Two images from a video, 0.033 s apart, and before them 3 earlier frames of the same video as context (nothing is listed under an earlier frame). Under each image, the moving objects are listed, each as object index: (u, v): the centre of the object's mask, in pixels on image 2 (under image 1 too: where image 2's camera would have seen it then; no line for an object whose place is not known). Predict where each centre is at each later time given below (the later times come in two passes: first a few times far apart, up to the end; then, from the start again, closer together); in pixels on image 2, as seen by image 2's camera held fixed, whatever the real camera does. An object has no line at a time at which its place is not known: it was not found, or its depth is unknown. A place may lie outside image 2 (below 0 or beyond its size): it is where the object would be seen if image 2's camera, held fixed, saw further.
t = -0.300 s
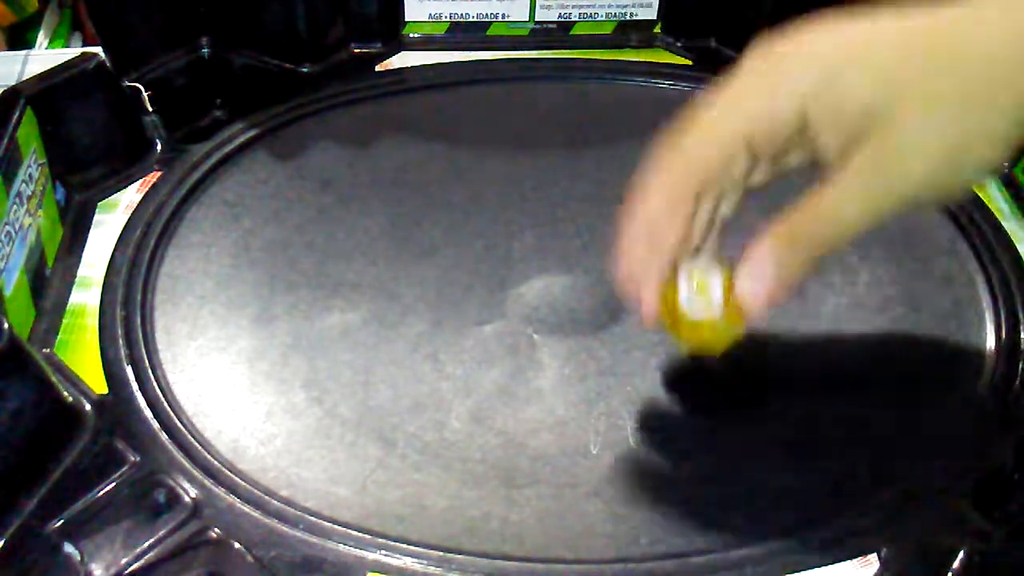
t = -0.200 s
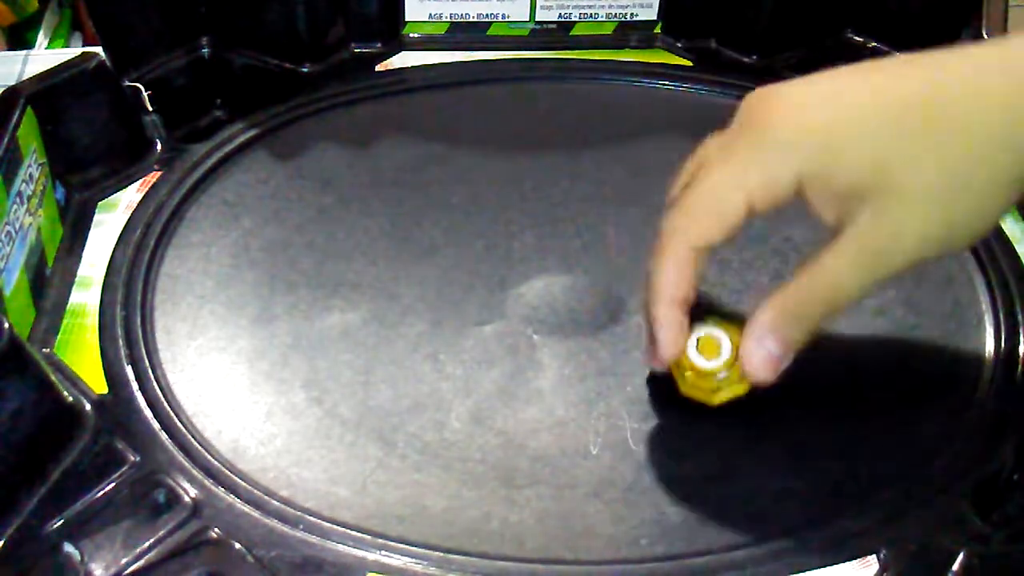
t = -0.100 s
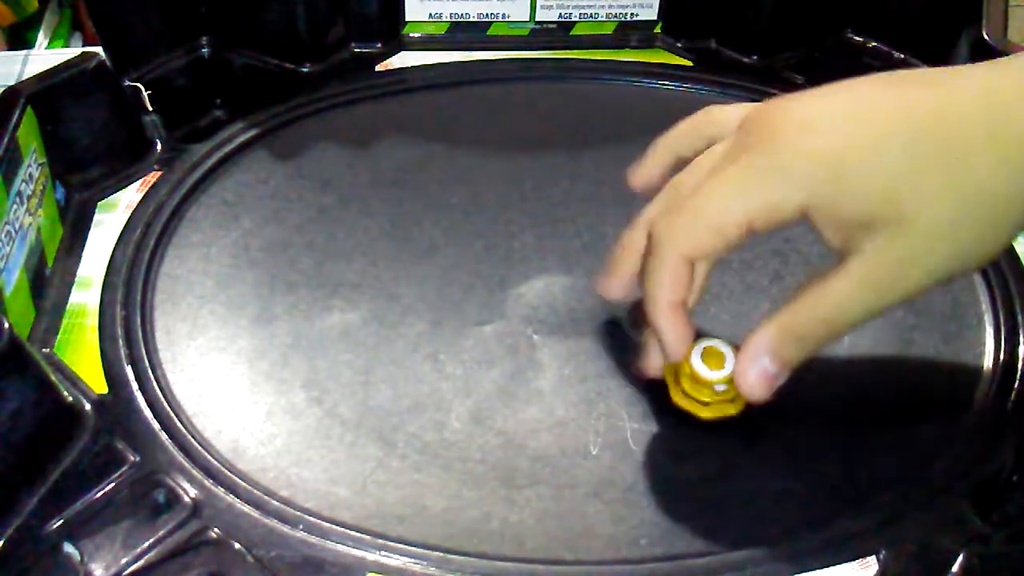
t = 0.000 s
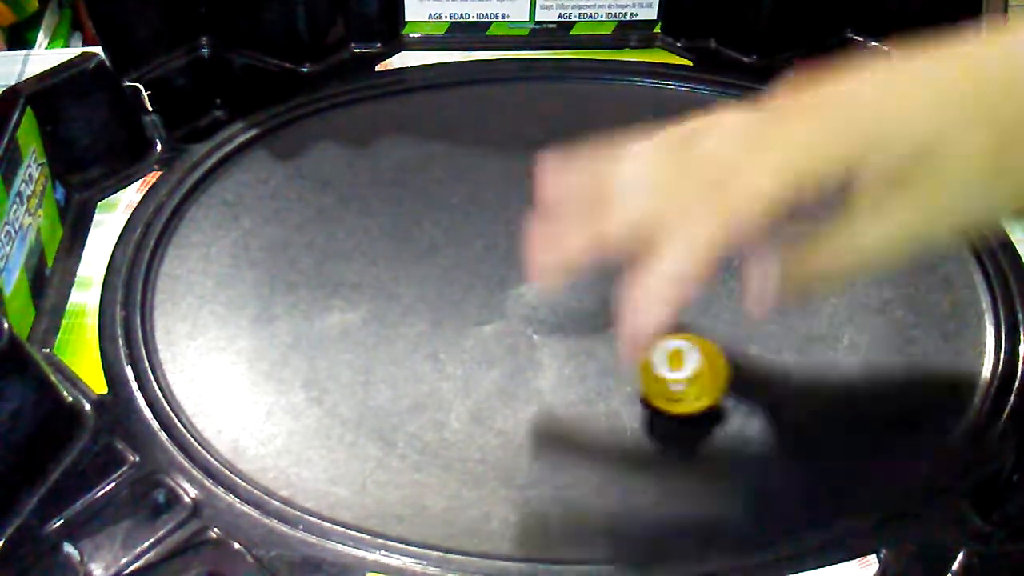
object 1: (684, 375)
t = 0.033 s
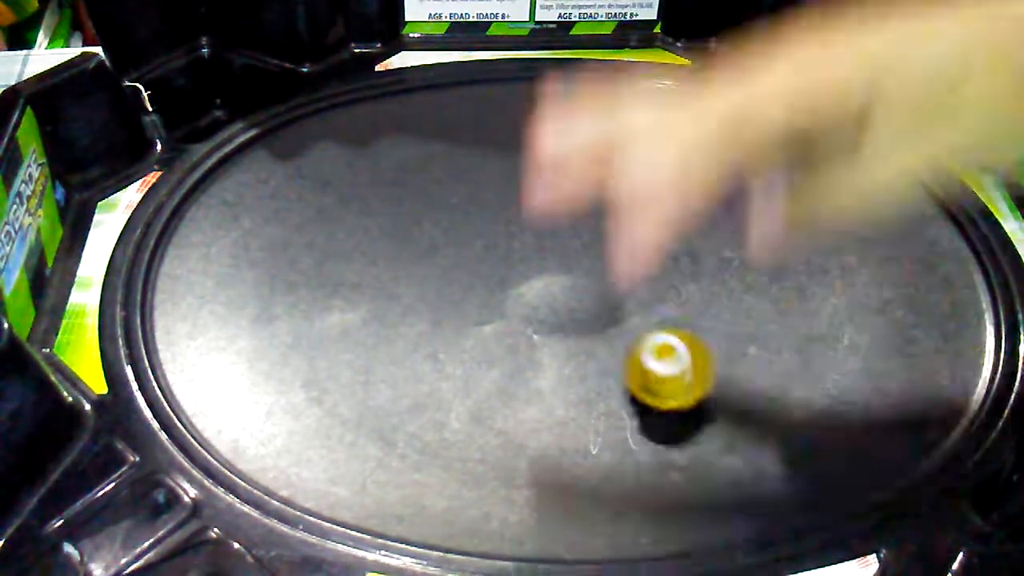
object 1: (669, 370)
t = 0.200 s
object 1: (612, 326)
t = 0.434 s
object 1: (628, 283)
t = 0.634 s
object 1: (643, 284)
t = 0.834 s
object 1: (623, 288)
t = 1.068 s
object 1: (595, 295)
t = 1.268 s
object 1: (569, 301)
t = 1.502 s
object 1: (551, 299)
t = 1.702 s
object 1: (554, 300)
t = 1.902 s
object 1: (553, 300)
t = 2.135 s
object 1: (553, 300)
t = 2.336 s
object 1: (553, 300)
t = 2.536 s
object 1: (553, 300)
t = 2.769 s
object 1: (553, 300)
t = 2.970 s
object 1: (553, 300)
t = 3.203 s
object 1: (553, 300)
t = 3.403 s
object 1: (553, 300)
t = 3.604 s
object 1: (553, 300)
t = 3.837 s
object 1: (553, 300)
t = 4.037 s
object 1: (553, 300)
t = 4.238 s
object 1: (553, 300)
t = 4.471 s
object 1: (554, 300)
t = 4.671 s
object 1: (553, 300)
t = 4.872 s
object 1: (553, 300)
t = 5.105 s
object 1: (553, 300)
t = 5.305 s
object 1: (554, 300)
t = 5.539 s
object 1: (554, 300)
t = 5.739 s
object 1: (553, 300)
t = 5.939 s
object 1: (553, 300)
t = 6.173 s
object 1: (553, 300)
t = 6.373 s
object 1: (553, 300)
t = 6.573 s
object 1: (553, 300)
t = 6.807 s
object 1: (553, 300)
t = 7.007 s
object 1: (553, 300)
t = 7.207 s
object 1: (553, 300)
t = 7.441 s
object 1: (553, 300)
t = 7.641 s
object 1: (553, 300)
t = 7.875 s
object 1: (553, 300)
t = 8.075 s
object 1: (553, 300)
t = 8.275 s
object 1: (553, 300)
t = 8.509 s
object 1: (554, 300)
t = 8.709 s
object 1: (554, 300)
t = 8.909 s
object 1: (553, 300)
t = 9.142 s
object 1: (553, 300)
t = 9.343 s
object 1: (553, 300)
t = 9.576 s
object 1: (554, 300)
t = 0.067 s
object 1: (656, 362)
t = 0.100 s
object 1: (641, 354)
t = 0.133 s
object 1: (630, 345)
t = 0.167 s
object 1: (620, 336)
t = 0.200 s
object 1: (612, 326)
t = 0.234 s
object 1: (607, 316)
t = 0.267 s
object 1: (606, 306)
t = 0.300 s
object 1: (608, 298)
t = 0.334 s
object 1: (612, 291)
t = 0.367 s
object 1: (618, 287)
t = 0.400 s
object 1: (623, 285)
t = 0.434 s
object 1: (628, 283)
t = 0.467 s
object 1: (633, 281)
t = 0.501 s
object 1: (636, 280)
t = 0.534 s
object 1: (638, 280)
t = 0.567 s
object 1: (641, 281)
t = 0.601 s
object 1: (643, 282)
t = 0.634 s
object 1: (643, 284)
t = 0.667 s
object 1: (640, 286)
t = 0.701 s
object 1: (637, 286)
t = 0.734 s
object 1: (634, 286)
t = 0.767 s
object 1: (631, 287)
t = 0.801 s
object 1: (627, 287)
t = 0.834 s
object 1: (623, 288)
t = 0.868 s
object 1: (619, 289)
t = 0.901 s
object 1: (615, 289)
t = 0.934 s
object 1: (611, 290)
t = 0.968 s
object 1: (607, 291)
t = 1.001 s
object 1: (603, 292)
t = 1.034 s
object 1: (599, 294)
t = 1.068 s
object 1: (595, 295)
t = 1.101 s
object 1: (591, 296)
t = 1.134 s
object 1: (587, 298)
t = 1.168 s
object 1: (583, 299)
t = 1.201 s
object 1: (578, 300)
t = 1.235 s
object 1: (573, 301)
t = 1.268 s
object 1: (569, 301)
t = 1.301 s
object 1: (564, 301)
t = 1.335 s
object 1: (560, 300)
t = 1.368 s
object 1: (557, 300)
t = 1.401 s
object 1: (553, 300)
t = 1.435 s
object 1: (552, 299)
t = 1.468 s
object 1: (551, 299)
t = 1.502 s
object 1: (551, 299)
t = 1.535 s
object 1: (552, 299)
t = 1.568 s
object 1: (554, 299)
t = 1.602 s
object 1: (555, 299)
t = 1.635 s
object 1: (553, 300)
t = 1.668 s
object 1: (553, 300)
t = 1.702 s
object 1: (554, 300)
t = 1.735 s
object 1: (554, 300)
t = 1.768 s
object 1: (553, 300)
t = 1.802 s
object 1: (553, 300)
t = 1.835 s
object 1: (553, 300)
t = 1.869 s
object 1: (553, 300)
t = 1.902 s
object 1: (553, 300)
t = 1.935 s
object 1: (553, 300)
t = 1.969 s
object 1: (553, 300)
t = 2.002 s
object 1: (553, 300)
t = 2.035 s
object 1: (553, 300)
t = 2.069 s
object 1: (553, 300)
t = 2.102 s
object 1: (553, 300)
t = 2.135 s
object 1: (553, 300)
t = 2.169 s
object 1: (553, 300)
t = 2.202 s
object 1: (553, 300)
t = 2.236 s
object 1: (553, 300)
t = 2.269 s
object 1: (553, 300)
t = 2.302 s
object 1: (553, 300)
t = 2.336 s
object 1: (553, 300)
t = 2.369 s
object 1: (553, 300)
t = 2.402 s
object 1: (553, 300)
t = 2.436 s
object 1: (553, 300)
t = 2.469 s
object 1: (553, 300)
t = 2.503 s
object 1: (553, 300)
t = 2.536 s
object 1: (553, 300)
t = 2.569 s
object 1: (553, 300)
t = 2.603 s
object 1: (553, 300)
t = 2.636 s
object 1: (553, 300)
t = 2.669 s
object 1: (553, 300)
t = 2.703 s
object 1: (553, 300)
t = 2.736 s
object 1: (553, 300)
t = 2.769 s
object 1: (553, 300)
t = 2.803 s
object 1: (553, 300)
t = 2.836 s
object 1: (553, 300)
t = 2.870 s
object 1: (553, 300)
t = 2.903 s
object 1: (553, 300)
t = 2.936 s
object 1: (553, 300)
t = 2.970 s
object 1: (553, 300)
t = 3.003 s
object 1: (553, 300)
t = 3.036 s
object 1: (553, 300)
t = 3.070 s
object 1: (553, 300)
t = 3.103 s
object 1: (553, 300)
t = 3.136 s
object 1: (553, 300)
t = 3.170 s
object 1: (553, 300)
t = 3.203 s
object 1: (553, 300)
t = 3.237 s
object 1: (553, 300)
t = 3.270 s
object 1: (553, 300)
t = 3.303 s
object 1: (553, 300)
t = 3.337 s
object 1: (553, 300)
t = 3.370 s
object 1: (553, 300)
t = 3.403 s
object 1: (553, 300)
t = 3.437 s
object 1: (554, 300)
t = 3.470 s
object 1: (553, 300)
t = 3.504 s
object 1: (553, 300)
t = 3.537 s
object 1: (553, 300)
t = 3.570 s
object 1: (553, 300)
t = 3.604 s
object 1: (553, 300)
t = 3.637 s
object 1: (553, 300)
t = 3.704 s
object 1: (553, 300)
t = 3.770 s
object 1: (553, 300)
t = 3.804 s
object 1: (553, 300)
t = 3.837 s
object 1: (553, 300)
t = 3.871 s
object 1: (553, 300)
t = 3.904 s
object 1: (553, 300)
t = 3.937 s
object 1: (553, 300)
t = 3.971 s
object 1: (553, 300)
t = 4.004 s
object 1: (553, 300)
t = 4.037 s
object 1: (553, 300)
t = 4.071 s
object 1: (553, 300)
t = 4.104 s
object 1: (553, 300)
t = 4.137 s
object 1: (553, 300)
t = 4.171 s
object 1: (553, 300)
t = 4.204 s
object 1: (553, 300)
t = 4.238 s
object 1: (553, 300)
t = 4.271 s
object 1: (553, 300)
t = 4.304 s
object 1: (553, 300)
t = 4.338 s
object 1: (553, 300)
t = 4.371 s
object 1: (554, 300)
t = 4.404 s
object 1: (553, 300)
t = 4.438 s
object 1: (553, 300)
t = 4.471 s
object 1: (554, 300)
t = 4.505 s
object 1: (553, 300)
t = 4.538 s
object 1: (554, 300)
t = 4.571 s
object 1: (553, 300)
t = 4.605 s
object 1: (553, 300)
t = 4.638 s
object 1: (553, 300)
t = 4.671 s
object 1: (553, 300)
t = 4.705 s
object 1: (553, 300)
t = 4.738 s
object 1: (553, 300)
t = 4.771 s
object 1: (553, 300)
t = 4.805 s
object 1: (553, 300)
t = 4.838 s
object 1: (553, 300)
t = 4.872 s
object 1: (553, 300)
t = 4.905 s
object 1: (553, 300)
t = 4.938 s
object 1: (553, 300)
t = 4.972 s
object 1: (553, 300)
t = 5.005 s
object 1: (554, 300)
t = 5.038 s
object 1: (553, 300)
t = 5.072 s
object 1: (553, 300)
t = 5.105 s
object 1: (553, 300)
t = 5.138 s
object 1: (554, 300)
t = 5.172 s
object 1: (554, 300)
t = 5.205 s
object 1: (553, 300)
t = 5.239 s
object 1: (553, 300)
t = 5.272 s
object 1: (554, 300)
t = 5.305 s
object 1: (554, 300)
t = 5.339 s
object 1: (553, 300)
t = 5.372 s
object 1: (553, 300)
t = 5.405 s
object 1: (553, 300)
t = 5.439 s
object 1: (554, 300)
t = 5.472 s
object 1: (553, 300)
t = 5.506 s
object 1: (554, 300)
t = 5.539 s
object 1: (554, 300)
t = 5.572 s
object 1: (554, 300)
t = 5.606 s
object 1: (554, 300)
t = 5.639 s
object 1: (553, 300)
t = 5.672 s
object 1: (553, 300)
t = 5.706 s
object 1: (553, 300)
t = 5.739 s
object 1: (553, 300)
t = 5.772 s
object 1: (553, 300)
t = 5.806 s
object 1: (553, 300)
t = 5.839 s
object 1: (553, 300)
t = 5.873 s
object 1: (553, 300)
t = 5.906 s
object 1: (553, 300)
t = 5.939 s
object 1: (553, 300)
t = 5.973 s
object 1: (553, 300)
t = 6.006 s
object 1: (553, 300)
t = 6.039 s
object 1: (553, 300)
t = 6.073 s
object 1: (554, 300)
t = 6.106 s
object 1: (554, 300)
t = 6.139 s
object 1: (554, 300)
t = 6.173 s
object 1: (553, 300)
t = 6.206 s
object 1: (553, 300)
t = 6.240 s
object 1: (553, 300)
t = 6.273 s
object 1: (553, 300)
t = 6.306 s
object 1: (553, 300)
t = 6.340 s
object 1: (553, 300)
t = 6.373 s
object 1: (553, 300)
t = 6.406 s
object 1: (553, 300)
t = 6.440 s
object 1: (553, 300)
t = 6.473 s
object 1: (553, 300)
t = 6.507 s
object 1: (553, 300)
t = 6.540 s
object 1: (553, 300)
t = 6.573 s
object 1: (553, 300)
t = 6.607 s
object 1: (553, 300)
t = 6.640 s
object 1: (553, 300)
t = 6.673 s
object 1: (553, 300)
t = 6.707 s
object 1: (553, 300)
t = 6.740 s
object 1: (553, 300)
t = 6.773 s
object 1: (553, 300)
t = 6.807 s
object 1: (553, 300)
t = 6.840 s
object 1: (553, 300)
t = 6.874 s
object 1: (553, 300)
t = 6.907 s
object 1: (553, 300)
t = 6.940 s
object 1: (553, 300)
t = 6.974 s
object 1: (553, 300)
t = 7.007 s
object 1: (553, 300)
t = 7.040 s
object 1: (553, 300)
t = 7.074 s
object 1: (553, 300)
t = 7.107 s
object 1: (553, 300)
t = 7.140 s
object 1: (553, 300)
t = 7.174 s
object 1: (553, 300)
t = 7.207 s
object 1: (553, 300)
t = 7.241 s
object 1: (553, 300)
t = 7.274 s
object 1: (553, 300)
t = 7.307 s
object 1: (553, 300)
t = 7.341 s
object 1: (553, 300)
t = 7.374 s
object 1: (553, 300)
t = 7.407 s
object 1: (553, 300)
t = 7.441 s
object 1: (553, 300)
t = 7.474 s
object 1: (553, 300)
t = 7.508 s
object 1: (553, 300)
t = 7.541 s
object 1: (554, 300)
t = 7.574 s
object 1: (553, 300)
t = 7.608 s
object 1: (553, 300)
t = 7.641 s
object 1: (553, 300)
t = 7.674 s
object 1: (553, 300)
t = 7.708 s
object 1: (553, 300)
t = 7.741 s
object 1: (553, 300)
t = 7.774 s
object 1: (554, 300)
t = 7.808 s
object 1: (553, 300)
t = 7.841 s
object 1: (553, 300)
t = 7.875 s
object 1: (553, 300)
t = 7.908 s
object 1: (553, 300)
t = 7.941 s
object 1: (553, 300)
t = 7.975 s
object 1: (554, 300)
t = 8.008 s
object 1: (553, 300)
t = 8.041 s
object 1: (553, 300)
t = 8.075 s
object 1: (553, 300)
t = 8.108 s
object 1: (553, 300)
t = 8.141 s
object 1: (554, 300)
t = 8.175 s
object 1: (553, 300)
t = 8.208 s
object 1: (553, 300)
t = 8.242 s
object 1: (554, 300)
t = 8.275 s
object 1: (553, 300)
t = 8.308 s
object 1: (554, 300)
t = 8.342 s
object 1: (553, 300)
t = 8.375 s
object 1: (553, 300)
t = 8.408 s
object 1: (553, 300)
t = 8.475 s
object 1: (554, 300)
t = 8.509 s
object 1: (554, 300)
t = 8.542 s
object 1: (553, 300)
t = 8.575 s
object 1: (553, 300)
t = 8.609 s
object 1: (554, 300)
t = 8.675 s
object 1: (554, 300)
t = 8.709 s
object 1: (554, 300)
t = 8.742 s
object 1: (553, 300)
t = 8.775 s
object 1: (553, 300)
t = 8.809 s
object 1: (553, 300)
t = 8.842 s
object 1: (553, 300)
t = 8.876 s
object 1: (553, 300)
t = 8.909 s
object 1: (553, 300)
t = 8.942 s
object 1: (553, 300)
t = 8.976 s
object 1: (553, 300)
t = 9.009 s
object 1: (553, 300)
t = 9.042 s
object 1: (553, 300)
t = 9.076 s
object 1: (553, 300)
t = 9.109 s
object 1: (553, 300)
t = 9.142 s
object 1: (553, 300)
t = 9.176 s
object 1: (553, 300)
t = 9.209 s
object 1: (554, 300)
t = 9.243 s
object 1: (554, 300)
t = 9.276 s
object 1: (553, 300)
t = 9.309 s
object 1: (553, 300)
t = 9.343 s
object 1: (553, 300)
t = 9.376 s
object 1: (553, 300)
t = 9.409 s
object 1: (553, 300)
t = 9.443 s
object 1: (553, 300)
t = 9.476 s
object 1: (554, 300)
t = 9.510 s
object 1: (554, 300)
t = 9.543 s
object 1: (554, 300)
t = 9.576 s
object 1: (554, 300)
